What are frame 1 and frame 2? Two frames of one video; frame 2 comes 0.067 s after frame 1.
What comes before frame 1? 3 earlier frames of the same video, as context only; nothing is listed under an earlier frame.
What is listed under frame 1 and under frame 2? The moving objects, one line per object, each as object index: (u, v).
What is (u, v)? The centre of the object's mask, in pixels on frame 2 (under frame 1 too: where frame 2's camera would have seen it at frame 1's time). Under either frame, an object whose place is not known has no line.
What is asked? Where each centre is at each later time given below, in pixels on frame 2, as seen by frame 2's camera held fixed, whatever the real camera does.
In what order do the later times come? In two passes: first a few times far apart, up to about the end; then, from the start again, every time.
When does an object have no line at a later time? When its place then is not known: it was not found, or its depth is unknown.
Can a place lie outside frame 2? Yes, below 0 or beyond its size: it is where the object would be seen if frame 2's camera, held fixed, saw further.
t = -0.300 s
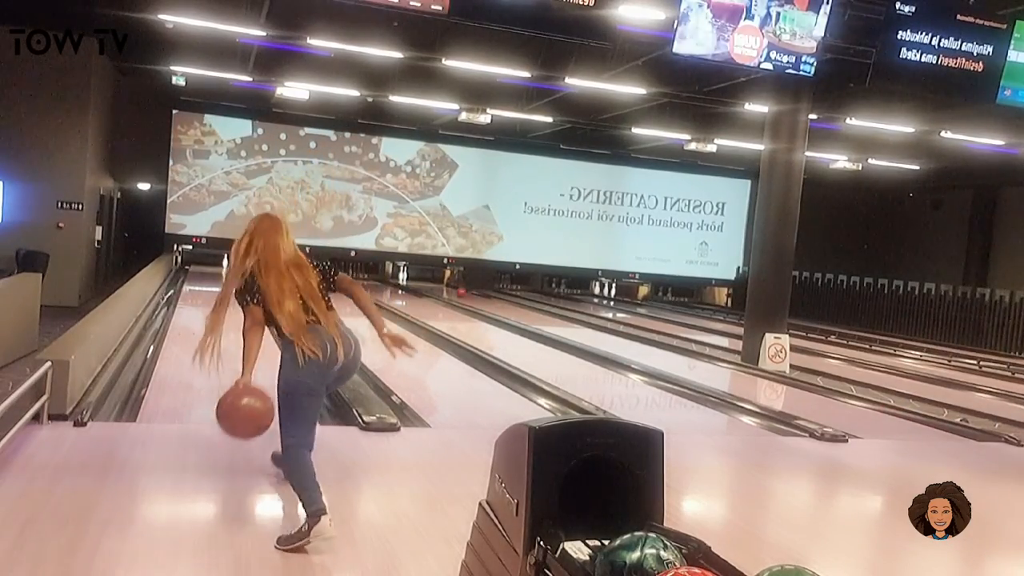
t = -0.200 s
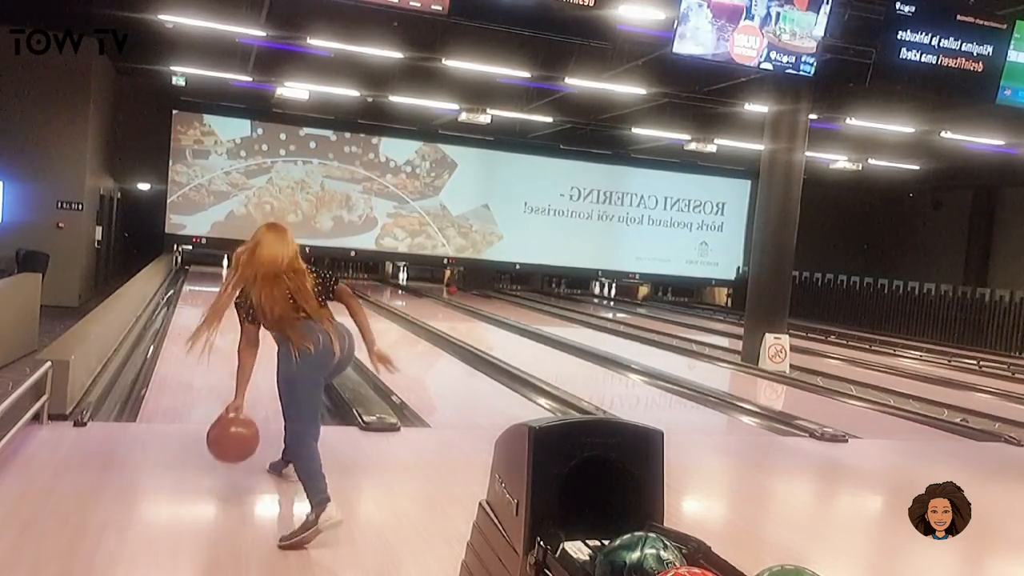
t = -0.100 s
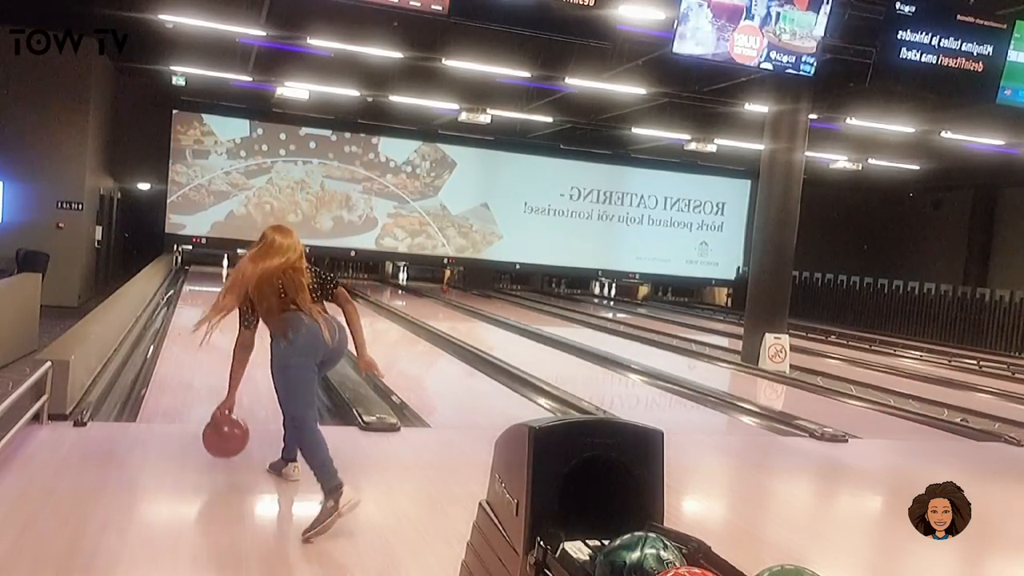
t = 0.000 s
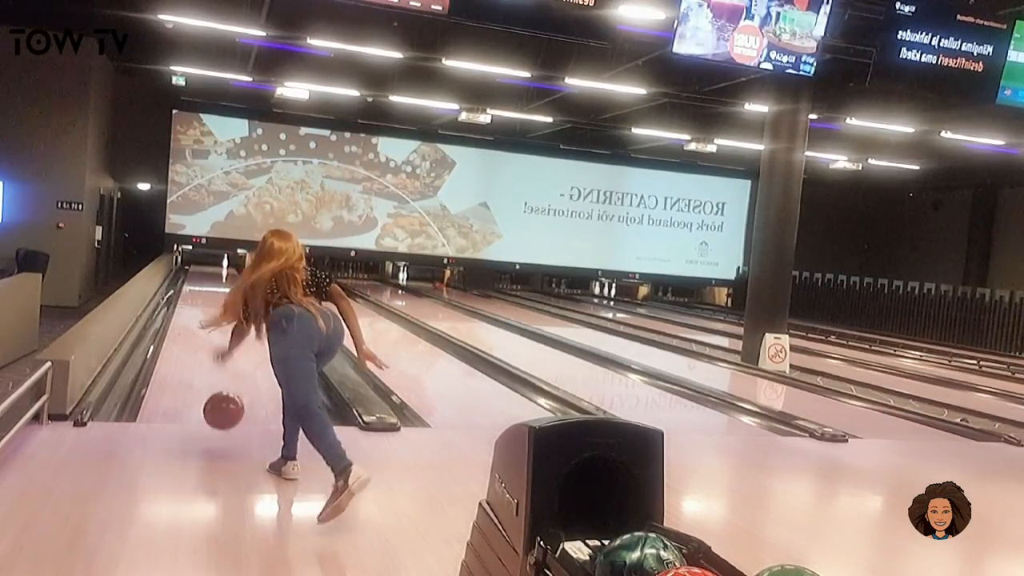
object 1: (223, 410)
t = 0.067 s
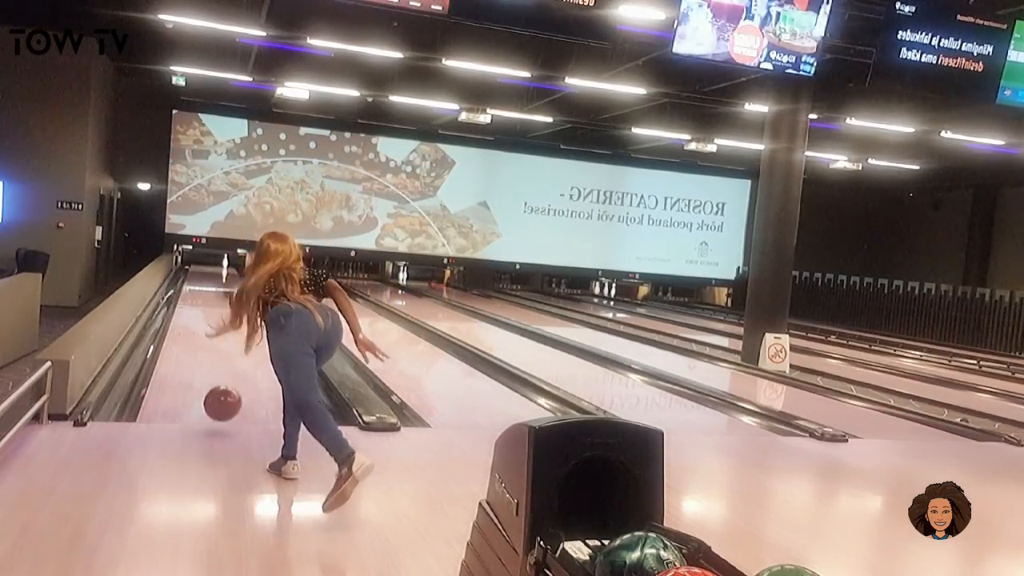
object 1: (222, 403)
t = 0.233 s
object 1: (220, 381)
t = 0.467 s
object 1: (220, 352)
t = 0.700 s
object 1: (220, 332)
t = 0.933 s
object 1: (219, 318)
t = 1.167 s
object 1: (219, 307)
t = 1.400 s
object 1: (219, 299)
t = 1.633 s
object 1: (219, 291)
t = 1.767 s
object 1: (219, 288)
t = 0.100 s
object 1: (221, 403)
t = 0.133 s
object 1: (221, 395)
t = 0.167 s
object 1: (221, 388)
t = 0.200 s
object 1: (221, 384)
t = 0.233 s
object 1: (220, 381)
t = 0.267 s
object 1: (221, 375)
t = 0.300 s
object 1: (221, 371)
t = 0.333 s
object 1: (221, 367)
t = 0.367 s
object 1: (221, 363)
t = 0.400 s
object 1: (220, 359)
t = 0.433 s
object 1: (220, 355)
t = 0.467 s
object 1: (220, 352)
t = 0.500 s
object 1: (220, 348)
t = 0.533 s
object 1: (220, 345)
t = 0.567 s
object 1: (220, 343)
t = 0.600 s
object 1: (220, 340)
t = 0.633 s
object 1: (220, 337)
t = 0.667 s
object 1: (220, 334)
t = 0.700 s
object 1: (220, 332)
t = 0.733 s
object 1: (220, 330)
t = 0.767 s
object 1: (220, 327)
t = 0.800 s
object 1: (220, 325)
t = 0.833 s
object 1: (220, 323)
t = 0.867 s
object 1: (220, 322)
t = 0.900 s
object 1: (220, 319)
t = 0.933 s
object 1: (219, 318)
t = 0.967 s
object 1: (219, 316)
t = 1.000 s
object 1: (219, 314)
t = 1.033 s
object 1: (219, 313)
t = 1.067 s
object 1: (219, 311)
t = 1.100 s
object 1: (219, 309)
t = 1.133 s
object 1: (219, 308)
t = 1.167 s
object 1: (219, 307)
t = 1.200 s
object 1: (219, 305)
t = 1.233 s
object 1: (220, 303)
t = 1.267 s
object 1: (219, 302)
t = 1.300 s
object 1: (217, 302)
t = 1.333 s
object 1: (219, 300)
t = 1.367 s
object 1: (219, 300)
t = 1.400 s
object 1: (219, 299)
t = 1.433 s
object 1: (218, 297)
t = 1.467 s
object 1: (219, 296)
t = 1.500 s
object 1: (219, 295)
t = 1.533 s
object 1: (219, 294)
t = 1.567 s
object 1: (219, 293)
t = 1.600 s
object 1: (219, 292)
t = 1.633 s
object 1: (219, 291)
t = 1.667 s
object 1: (219, 290)
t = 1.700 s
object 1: (219, 289)
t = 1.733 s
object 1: (219, 288)
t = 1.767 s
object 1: (219, 288)
